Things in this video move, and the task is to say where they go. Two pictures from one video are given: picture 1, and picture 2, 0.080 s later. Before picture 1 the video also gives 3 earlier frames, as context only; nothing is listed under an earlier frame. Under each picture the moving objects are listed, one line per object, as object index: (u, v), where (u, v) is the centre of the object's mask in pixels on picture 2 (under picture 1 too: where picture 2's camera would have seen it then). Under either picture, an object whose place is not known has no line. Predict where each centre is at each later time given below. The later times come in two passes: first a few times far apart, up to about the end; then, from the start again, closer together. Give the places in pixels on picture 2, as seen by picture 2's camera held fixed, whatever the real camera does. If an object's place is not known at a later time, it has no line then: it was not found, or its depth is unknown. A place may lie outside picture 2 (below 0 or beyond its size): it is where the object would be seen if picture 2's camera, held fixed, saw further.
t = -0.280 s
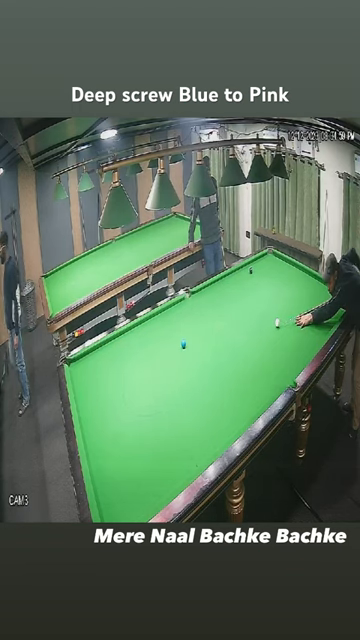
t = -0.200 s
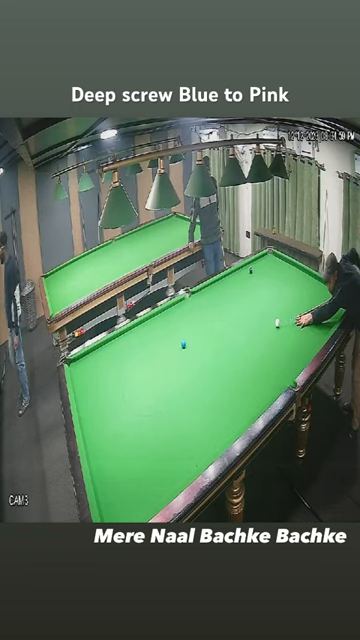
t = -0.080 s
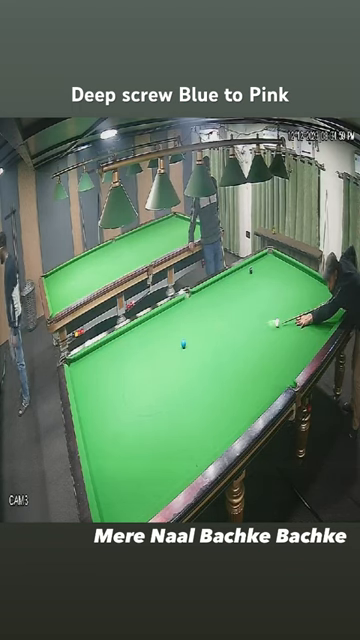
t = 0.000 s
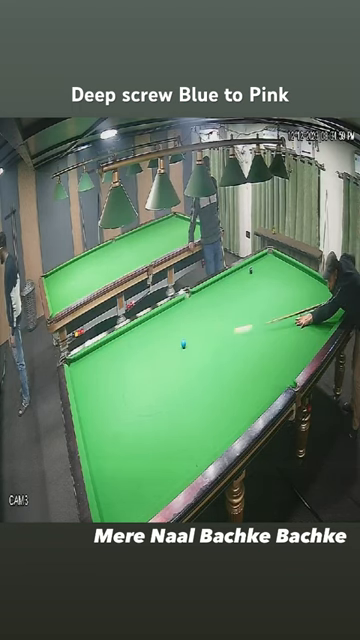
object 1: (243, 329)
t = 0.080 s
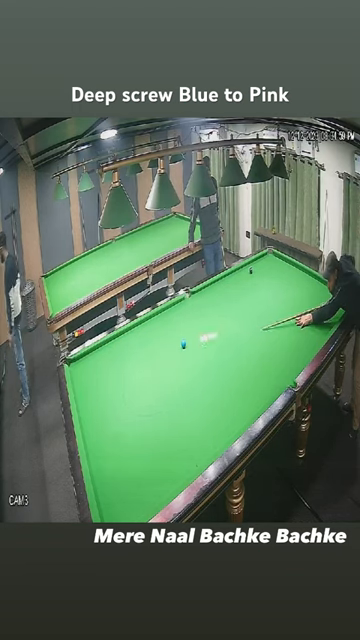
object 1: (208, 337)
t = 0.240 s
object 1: (189, 344)
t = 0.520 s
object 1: (206, 343)
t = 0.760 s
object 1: (221, 342)
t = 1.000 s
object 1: (236, 341)
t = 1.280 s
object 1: (254, 341)
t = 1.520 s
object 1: (267, 340)
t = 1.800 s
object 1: (282, 339)
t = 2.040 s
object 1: (294, 339)
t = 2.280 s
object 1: (305, 338)
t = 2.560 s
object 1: (316, 337)
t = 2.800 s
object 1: (323, 335)
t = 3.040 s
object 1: (322, 331)
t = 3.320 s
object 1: (320, 327)
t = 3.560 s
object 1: (319, 322)
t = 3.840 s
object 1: (318, 319)
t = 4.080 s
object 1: (318, 317)
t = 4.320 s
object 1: (317, 315)
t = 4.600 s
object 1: (316, 314)
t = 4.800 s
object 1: (316, 313)
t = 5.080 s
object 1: (316, 312)
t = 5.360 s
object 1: (316, 312)
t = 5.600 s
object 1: (316, 312)
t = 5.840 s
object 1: (316, 312)
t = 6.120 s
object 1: (316, 312)
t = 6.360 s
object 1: (316, 312)
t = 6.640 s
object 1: (316, 312)
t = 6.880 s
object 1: (316, 312)
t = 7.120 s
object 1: (316, 312)
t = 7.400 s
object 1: (316, 312)
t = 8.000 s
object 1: (316, 312)
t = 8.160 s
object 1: (316, 312)
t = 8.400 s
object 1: (316, 312)
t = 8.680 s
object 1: (316, 312)
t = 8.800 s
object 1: (316, 312)
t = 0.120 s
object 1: (192, 340)
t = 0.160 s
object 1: (188, 343)
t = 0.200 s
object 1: (188, 343)
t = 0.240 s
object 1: (189, 344)
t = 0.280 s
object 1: (190, 344)
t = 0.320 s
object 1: (192, 344)
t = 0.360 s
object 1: (195, 344)
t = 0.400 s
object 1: (198, 344)
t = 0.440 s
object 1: (200, 343)
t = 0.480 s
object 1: (203, 343)
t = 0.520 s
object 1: (206, 343)
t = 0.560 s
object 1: (208, 343)
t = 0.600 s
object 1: (211, 343)
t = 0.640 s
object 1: (213, 342)
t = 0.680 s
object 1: (216, 342)
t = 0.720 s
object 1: (219, 342)
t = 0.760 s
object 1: (221, 342)
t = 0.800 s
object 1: (224, 342)
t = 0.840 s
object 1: (226, 342)
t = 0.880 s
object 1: (229, 342)
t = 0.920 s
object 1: (231, 342)
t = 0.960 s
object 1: (234, 342)
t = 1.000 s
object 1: (236, 341)
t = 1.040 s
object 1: (239, 341)
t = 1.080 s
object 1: (241, 341)
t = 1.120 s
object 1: (244, 341)
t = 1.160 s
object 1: (246, 341)
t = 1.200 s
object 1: (249, 341)
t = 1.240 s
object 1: (251, 341)
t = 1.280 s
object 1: (254, 341)
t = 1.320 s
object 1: (256, 340)
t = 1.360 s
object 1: (258, 340)
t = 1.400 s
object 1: (261, 340)
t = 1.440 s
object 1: (263, 340)
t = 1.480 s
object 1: (265, 340)
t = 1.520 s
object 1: (267, 340)
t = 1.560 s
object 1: (269, 340)
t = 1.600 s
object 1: (272, 340)
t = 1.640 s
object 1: (274, 340)
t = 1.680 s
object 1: (276, 340)
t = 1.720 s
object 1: (278, 339)
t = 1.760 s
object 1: (280, 339)
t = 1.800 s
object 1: (282, 339)
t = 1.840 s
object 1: (284, 339)
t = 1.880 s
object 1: (286, 339)
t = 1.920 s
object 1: (288, 339)
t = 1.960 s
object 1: (290, 339)
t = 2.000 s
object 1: (292, 339)
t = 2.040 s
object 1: (294, 339)
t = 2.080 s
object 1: (296, 339)
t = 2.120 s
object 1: (298, 338)
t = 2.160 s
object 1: (300, 338)
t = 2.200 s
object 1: (301, 338)
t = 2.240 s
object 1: (303, 338)
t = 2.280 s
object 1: (305, 338)
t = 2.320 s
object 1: (306, 338)
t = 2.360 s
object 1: (308, 338)
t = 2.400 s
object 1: (310, 337)
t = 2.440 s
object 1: (311, 337)
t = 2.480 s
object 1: (313, 337)
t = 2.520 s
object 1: (315, 337)
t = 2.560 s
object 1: (316, 337)
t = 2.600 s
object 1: (318, 337)
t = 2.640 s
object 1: (319, 337)
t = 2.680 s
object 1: (320, 336)
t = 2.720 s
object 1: (322, 336)
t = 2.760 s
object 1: (323, 336)
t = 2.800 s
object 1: (323, 335)
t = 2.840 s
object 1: (322, 335)
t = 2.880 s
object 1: (322, 334)
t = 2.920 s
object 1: (322, 333)
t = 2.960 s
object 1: (322, 333)
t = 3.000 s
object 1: (322, 332)
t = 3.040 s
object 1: (322, 331)
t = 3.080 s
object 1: (321, 330)
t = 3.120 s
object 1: (321, 330)
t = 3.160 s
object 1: (321, 329)
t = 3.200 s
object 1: (321, 328)
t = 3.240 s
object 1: (321, 327)
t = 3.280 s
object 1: (321, 327)
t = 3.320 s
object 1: (320, 327)
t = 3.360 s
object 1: (320, 326)
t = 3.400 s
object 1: (320, 325)
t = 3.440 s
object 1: (320, 324)
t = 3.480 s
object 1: (320, 324)
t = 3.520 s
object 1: (319, 323)
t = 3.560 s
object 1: (319, 322)
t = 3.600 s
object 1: (319, 322)
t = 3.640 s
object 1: (319, 322)
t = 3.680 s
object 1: (319, 321)
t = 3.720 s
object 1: (319, 321)
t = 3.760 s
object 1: (318, 320)
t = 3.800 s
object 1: (318, 320)
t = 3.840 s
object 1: (318, 319)
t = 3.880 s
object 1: (318, 319)
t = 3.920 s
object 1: (318, 318)
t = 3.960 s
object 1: (318, 318)
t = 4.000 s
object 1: (318, 317)
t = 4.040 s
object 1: (318, 317)
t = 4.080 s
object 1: (318, 317)
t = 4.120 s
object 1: (317, 317)
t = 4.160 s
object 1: (317, 316)
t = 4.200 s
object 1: (317, 316)
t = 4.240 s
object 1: (317, 316)
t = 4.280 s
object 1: (317, 316)
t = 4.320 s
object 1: (317, 315)
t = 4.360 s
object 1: (317, 315)
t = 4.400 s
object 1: (317, 314)
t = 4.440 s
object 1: (316, 314)
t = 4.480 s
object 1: (316, 314)
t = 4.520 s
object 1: (316, 314)
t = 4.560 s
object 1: (316, 314)
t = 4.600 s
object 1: (316, 314)
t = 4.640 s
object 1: (316, 314)
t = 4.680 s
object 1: (316, 313)
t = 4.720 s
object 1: (316, 313)
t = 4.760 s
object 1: (316, 313)
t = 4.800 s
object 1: (316, 313)
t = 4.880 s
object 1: (316, 312)
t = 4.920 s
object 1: (316, 312)
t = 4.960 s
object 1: (316, 312)
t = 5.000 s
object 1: (316, 312)
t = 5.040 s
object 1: (316, 312)
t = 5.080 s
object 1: (316, 312)
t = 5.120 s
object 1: (316, 312)
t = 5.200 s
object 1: (316, 312)
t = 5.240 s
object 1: (316, 312)
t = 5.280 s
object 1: (316, 312)
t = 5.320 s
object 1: (316, 312)
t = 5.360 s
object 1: (316, 312)
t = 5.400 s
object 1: (316, 312)
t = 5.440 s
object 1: (316, 312)
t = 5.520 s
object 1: (316, 311)
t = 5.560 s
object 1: (316, 312)
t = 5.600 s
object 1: (316, 312)
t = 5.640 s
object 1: (316, 312)
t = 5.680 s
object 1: (316, 312)
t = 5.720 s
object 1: (316, 311)
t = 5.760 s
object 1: (316, 311)
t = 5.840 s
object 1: (316, 312)
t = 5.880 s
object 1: (316, 312)
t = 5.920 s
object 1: (316, 312)
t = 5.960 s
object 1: (316, 312)
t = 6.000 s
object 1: (316, 312)
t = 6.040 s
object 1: (316, 312)
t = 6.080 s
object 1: (316, 312)
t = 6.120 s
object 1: (316, 312)
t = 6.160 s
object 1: (316, 312)
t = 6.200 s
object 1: (316, 312)
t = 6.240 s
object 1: (316, 312)
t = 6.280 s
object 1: (316, 312)
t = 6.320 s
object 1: (316, 312)
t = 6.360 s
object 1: (316, 312)
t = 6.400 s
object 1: (316, 312)
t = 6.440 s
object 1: (316, 312)
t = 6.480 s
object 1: (316, 312)
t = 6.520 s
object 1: (316, 312)
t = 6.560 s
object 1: (316, 312)
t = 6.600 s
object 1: (316, 312)
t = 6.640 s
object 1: (316, 312)
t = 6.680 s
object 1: (316, 312)
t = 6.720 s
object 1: (316, 312)
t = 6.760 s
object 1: (316, 312)
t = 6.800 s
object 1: (316, 312)
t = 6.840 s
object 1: (316, 311)
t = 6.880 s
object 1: (316, 312)
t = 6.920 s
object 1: (316, 311)
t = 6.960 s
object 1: (316, 311)
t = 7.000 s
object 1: (316, 311)
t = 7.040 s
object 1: (316, 311)
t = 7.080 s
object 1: (316, 311)
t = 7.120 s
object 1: (316, 312)
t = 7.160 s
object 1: (316, 312)
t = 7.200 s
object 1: (316, 312)
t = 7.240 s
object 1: (316, 312)
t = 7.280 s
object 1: (316, 312)
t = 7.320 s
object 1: (316, 312)
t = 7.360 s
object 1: (316, 312)
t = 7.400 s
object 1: (316, 312)
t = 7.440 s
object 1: (316, 312)
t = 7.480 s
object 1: (316, 311)
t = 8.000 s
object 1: (316, 312)
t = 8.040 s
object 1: (316, 312)
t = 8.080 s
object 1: (316, 312)
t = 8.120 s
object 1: (316, 312)
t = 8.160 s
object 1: (316, 312)
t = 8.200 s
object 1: (316, 312)
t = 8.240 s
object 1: (316, 312)
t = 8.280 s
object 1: (316, 312)
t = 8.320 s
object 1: (316, 312)
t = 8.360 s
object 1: (316, 312)
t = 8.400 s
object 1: (316, 312)
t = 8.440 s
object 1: (316, 312)
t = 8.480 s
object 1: (316, 312)
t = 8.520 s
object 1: (316, 312)
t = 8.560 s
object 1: (316, 312)
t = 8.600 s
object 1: (316, 312)
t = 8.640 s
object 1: (316, 312)
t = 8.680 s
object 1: (316, 312)
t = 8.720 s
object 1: (316, 312)
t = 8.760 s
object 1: (316, 312)
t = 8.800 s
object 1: (316, 312)
